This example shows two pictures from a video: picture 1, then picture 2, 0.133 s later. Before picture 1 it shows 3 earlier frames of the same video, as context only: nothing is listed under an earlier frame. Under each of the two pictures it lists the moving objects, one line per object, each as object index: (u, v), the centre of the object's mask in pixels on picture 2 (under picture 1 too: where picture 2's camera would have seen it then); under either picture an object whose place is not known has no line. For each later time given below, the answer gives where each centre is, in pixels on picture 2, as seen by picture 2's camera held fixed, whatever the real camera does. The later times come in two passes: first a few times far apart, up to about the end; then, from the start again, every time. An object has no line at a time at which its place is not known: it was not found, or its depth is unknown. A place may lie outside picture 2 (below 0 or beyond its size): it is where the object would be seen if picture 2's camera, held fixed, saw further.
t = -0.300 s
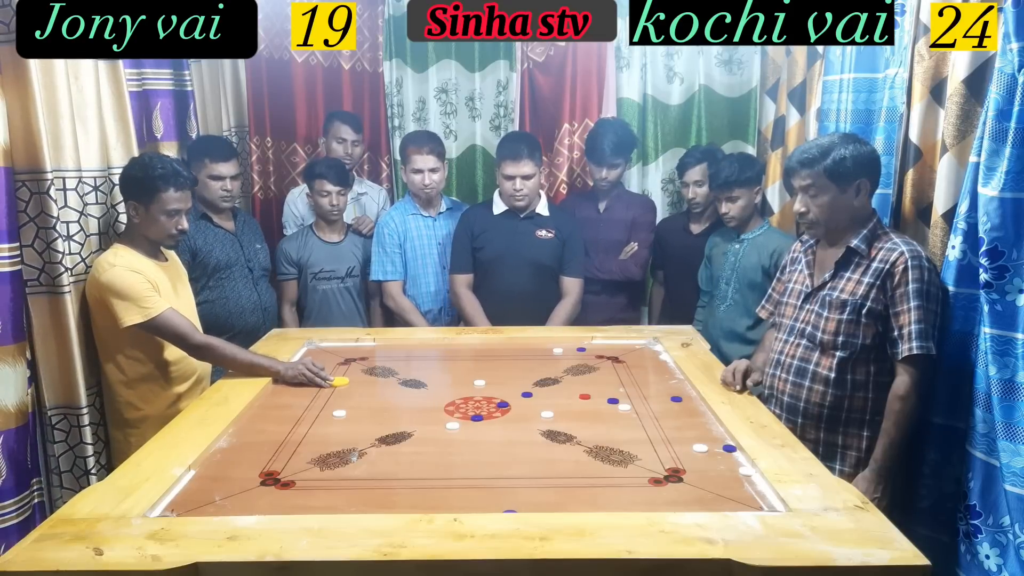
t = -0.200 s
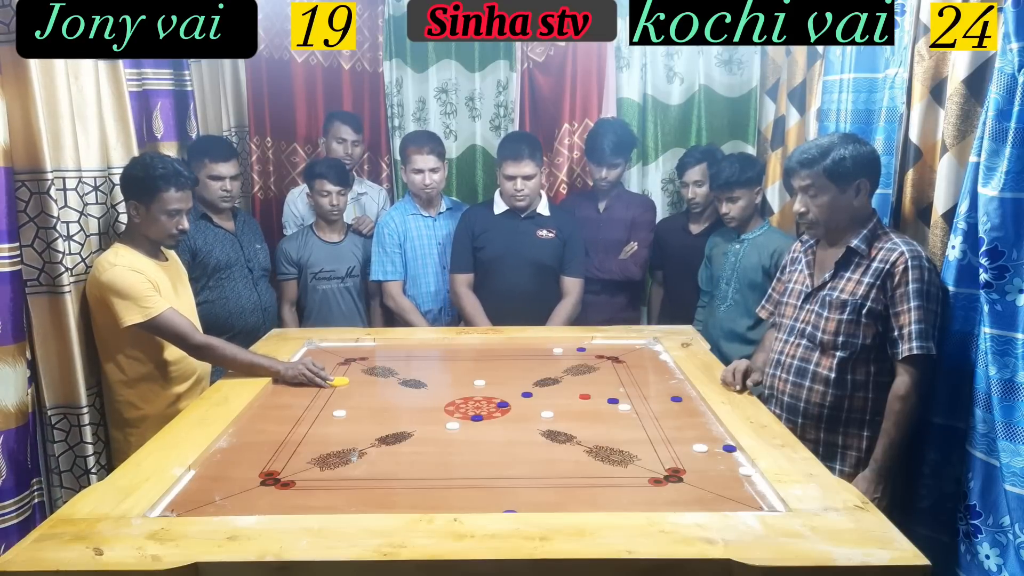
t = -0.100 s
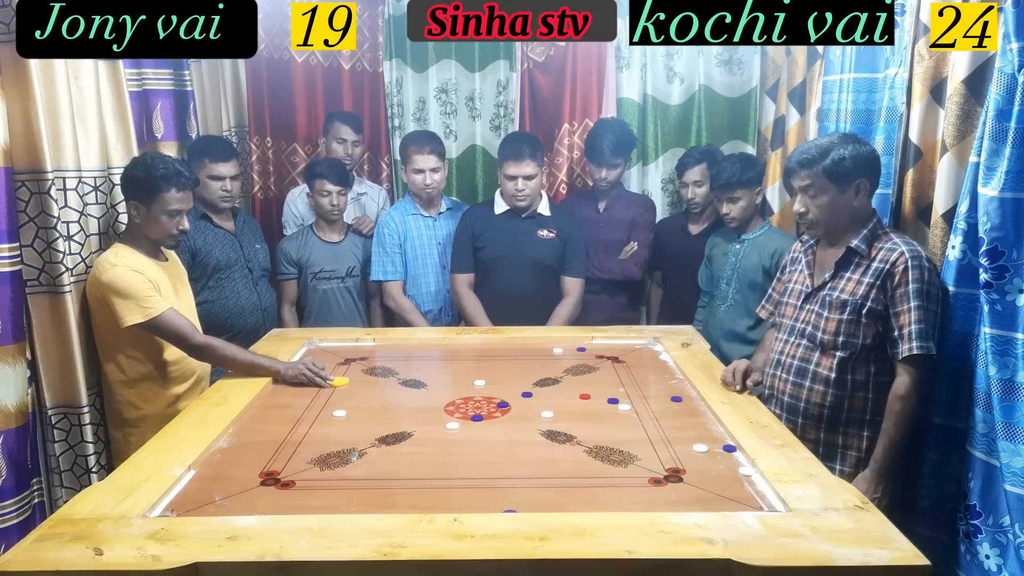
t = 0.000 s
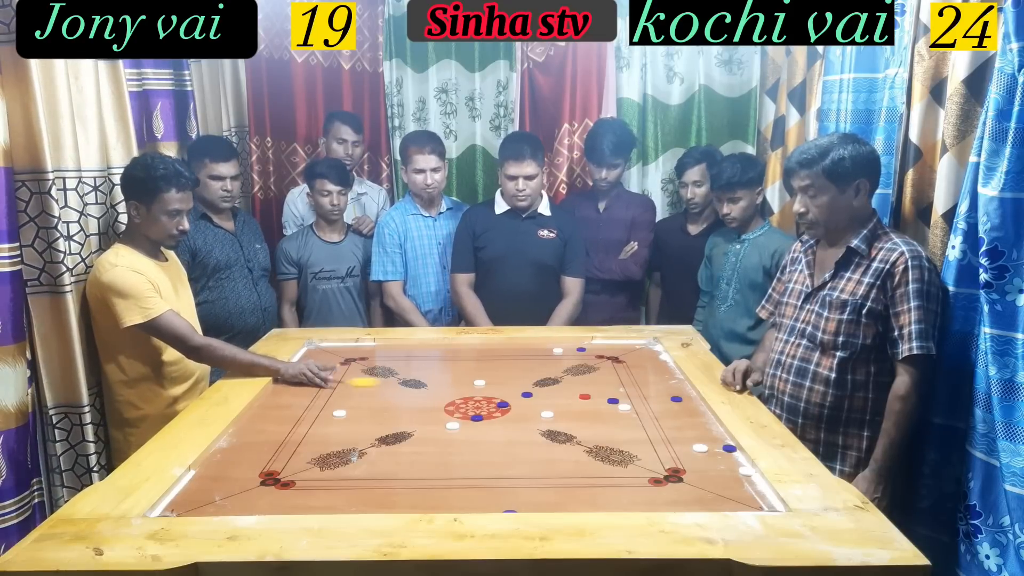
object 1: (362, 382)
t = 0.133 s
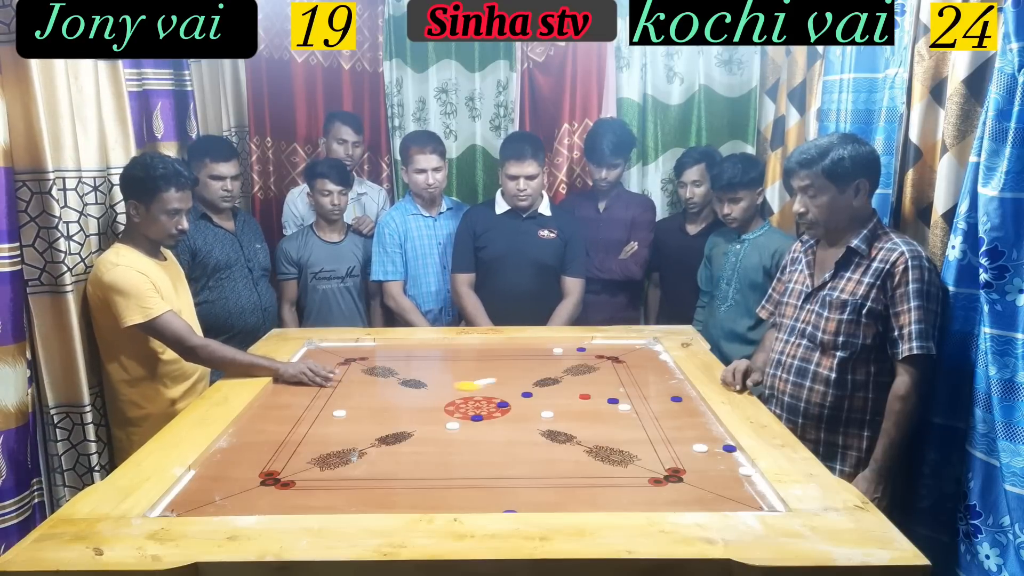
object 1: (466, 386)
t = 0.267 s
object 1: (540, 392)
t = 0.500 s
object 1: (617, 393)
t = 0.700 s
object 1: (661, 392)
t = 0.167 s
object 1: (489, 388)
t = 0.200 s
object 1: (508, 390)
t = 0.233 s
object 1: (525, 391)
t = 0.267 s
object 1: (540, 392)
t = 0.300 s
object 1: (555, 392)
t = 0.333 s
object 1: (568, 393)
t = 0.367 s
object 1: (580, 393)
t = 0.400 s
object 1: (589, 393)
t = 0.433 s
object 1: (599, 393)
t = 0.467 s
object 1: (608, 393)
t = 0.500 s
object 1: (617, 393)
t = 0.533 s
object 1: (625, 393)
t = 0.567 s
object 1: (634, 393)
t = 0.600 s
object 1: (641, 392)
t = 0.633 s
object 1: (648, 392)
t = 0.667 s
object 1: (655, 392)
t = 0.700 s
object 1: (661, 392)
